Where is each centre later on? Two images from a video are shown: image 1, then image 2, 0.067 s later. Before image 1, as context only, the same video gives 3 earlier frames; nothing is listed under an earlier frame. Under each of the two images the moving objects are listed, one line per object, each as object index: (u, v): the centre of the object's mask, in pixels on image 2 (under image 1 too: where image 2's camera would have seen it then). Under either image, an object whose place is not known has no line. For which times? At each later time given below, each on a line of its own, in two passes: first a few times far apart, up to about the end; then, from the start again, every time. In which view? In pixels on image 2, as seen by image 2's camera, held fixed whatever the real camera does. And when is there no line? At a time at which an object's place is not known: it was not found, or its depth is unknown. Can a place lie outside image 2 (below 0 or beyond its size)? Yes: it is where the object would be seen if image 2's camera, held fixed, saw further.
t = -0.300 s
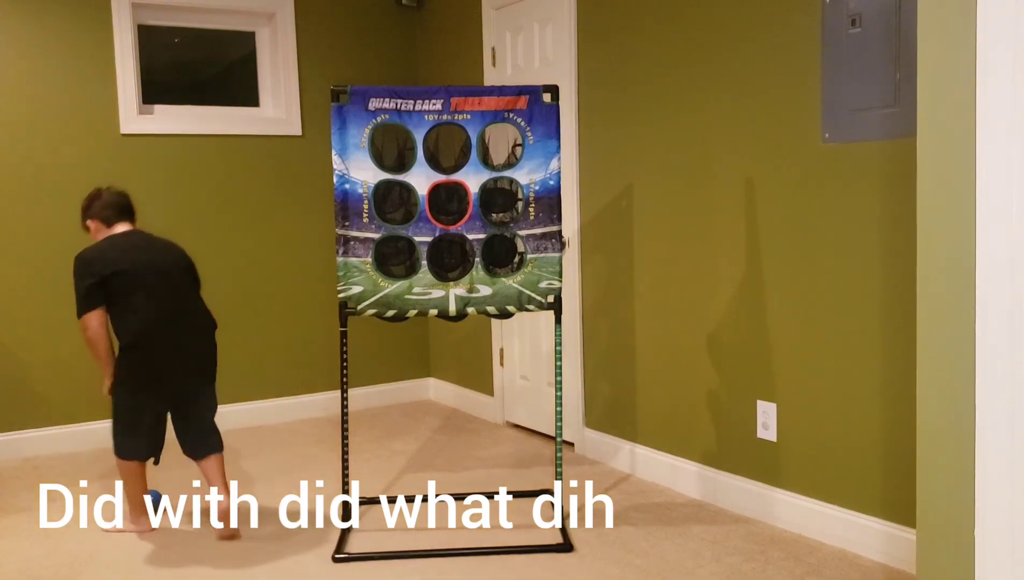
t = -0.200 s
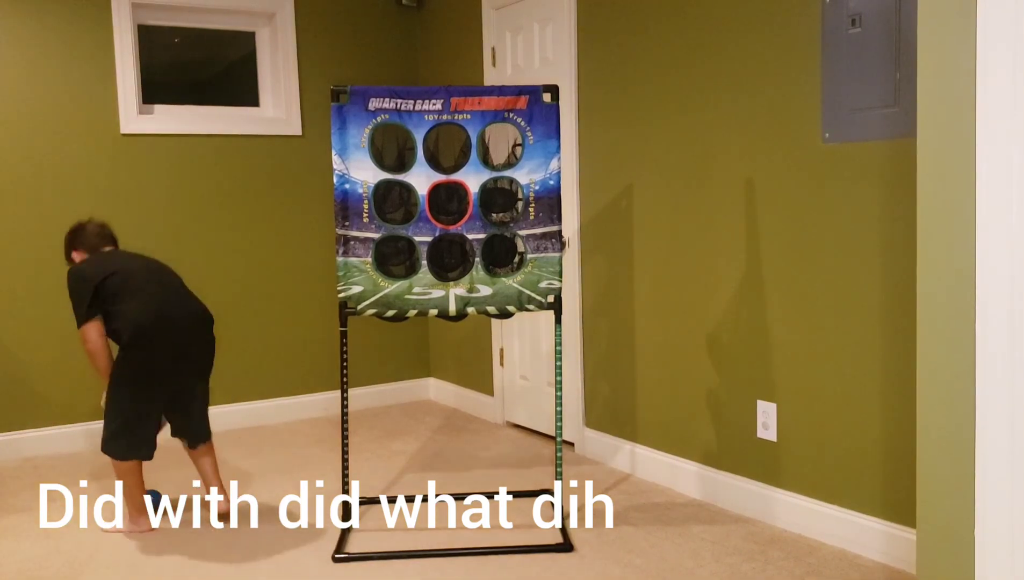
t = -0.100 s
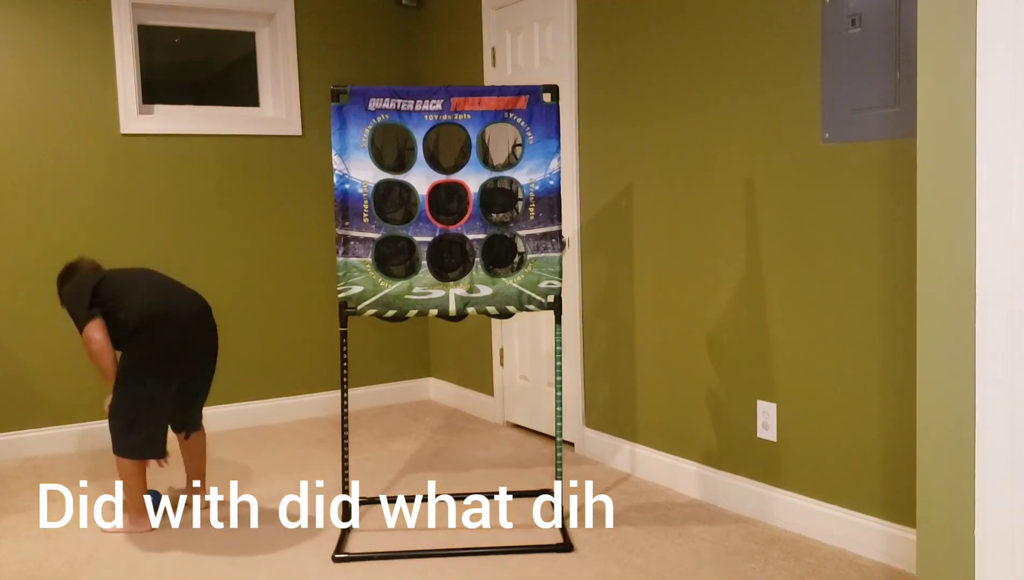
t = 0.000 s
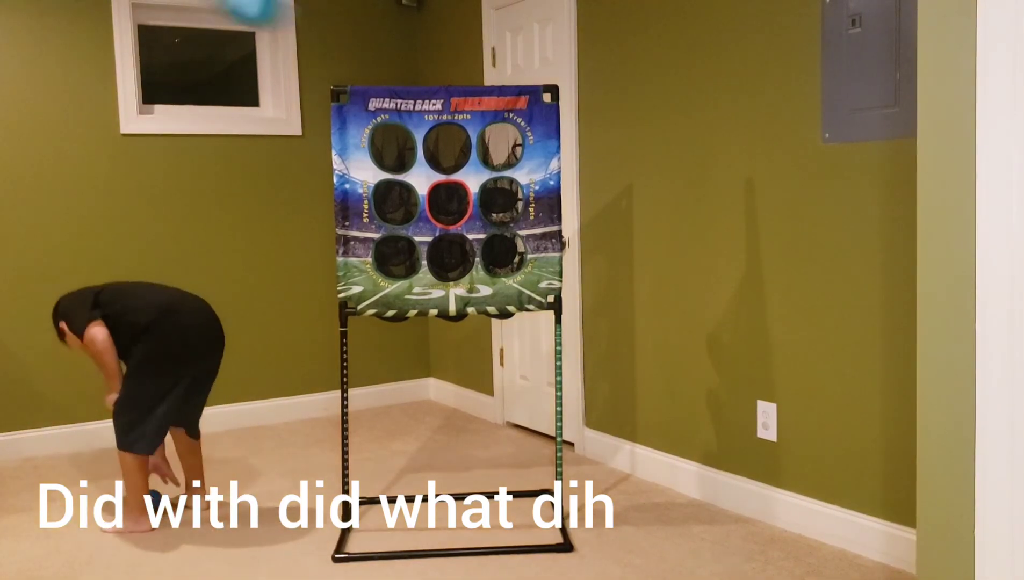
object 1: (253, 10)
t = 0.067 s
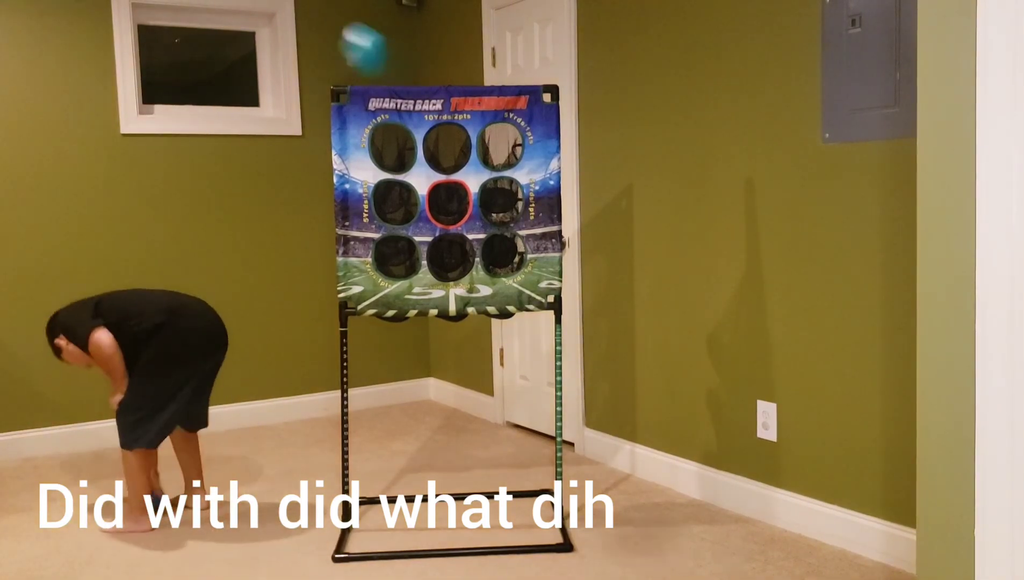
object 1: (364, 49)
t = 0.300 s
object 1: (529, 162)
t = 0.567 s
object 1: (638, 348)
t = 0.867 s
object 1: (766, 448)
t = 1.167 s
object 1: (876, 435)
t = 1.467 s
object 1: (849, 552)
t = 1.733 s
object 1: (760, 538)
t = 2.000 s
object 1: (709, 560)
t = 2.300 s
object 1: (652, 552)
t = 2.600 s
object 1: (610, 558)
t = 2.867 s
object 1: (577, 558)
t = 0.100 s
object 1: (405, 74)
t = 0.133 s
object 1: (434, 98)
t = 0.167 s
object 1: (460, 121)
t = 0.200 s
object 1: (480, 143)
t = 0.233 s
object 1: (499, 148)
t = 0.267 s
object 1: (517, 154)
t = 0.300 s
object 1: (529, 162)
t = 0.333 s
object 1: (542, 173)
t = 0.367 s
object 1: (553, 187)
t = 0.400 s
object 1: (566, 204)
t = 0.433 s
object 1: (582, 228)
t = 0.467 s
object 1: (595, 251)
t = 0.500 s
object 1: (609, 279)
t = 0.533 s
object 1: (623, 311)
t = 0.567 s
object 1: (638, 348)
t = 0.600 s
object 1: (655, 388)
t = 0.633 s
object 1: (672, 431)
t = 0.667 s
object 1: (689, 481)
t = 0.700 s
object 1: (706, 534)
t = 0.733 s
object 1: (718, 543)
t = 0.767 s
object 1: (730, 512)
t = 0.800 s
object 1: (742, 486)
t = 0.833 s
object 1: (755, 464)
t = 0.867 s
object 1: (766, 448)
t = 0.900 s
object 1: (778, 432)
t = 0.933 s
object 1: (790, 420)
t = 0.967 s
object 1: (801, 412)
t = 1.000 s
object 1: (813, 407)
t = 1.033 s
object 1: (826, 405)
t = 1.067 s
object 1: (838, 407)
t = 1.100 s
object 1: (851, 413)
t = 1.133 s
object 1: (864, 422)
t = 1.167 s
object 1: (876, 435)
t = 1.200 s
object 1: (886, 450)
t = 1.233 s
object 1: (886, 462)
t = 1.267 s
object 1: (886, 478)
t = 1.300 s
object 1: (887, 498)
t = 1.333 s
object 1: (886, 520)
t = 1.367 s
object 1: (888, 550)
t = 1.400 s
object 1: (880, 560)
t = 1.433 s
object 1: (864, 554)
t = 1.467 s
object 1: (849, 552)
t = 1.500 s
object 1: (835, 552)
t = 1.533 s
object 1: (820, 556)
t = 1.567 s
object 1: (805, 561)
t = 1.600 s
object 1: (795, 550)
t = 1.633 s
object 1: (786, 542)
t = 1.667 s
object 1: (777, 537)
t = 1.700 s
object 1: (769, 536)
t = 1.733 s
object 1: (760, 538)
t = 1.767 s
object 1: (752, 544)
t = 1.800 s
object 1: (745, 549)
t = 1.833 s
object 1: (738, 542)
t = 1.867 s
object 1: (732, 540)
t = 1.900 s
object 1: (726, 541)
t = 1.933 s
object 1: (721, 546)
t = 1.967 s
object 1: (715, 555)
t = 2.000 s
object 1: (709, 560)
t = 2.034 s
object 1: (703, 554)
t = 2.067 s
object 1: (697, 551)
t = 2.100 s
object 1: (691, 552)
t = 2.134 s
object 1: (685, 553)
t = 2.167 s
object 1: (678, 554)
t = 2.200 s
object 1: (672, 557)
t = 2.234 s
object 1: (665, 557)
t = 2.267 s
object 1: (658, 554)
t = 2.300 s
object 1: (652, 552)
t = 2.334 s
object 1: (646, 550)
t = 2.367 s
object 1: (642, 549)
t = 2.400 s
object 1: (637, 549)
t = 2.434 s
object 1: (633, 551)
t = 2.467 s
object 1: (628, 554)
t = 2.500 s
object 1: (624, 557)
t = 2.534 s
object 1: (619, 559)
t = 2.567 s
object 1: (614, 559)
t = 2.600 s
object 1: (610, 558)
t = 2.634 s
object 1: (606, 556)
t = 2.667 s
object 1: (599, 556)
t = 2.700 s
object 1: (596, 556)
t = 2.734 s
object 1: (593, 557)
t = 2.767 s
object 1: (589, 559)
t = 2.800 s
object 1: (585, 560)
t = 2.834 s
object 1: (581, 560)
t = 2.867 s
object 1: (577, 558)
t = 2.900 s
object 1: (573, 556)
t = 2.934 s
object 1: (570, 554)
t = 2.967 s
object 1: (568, 553)
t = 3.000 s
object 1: (566, 552)
